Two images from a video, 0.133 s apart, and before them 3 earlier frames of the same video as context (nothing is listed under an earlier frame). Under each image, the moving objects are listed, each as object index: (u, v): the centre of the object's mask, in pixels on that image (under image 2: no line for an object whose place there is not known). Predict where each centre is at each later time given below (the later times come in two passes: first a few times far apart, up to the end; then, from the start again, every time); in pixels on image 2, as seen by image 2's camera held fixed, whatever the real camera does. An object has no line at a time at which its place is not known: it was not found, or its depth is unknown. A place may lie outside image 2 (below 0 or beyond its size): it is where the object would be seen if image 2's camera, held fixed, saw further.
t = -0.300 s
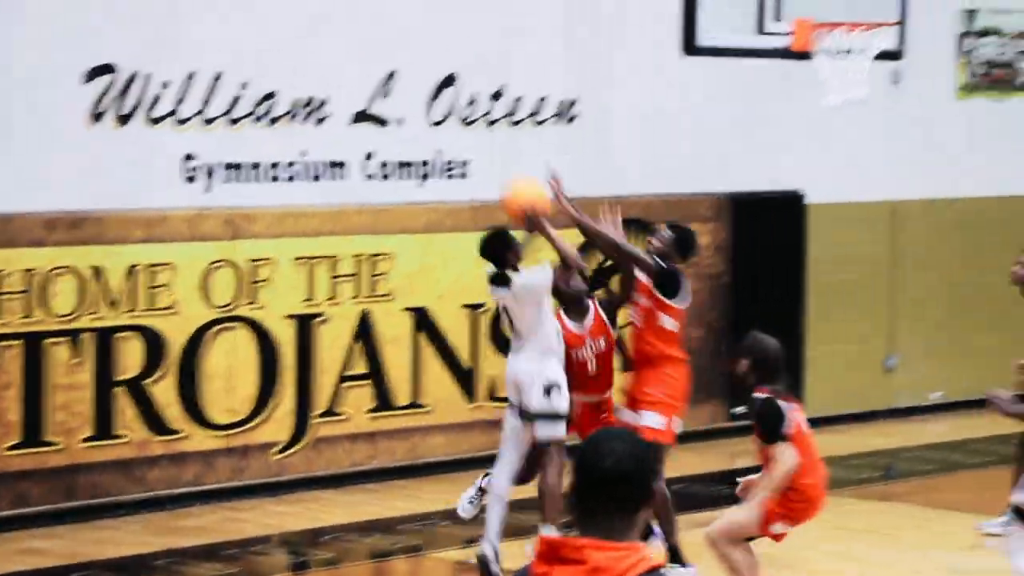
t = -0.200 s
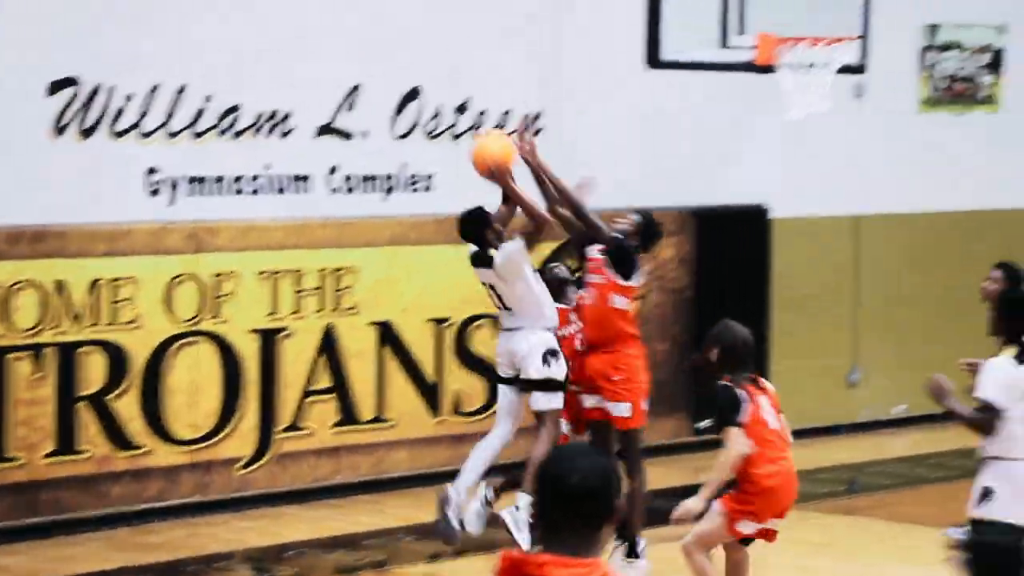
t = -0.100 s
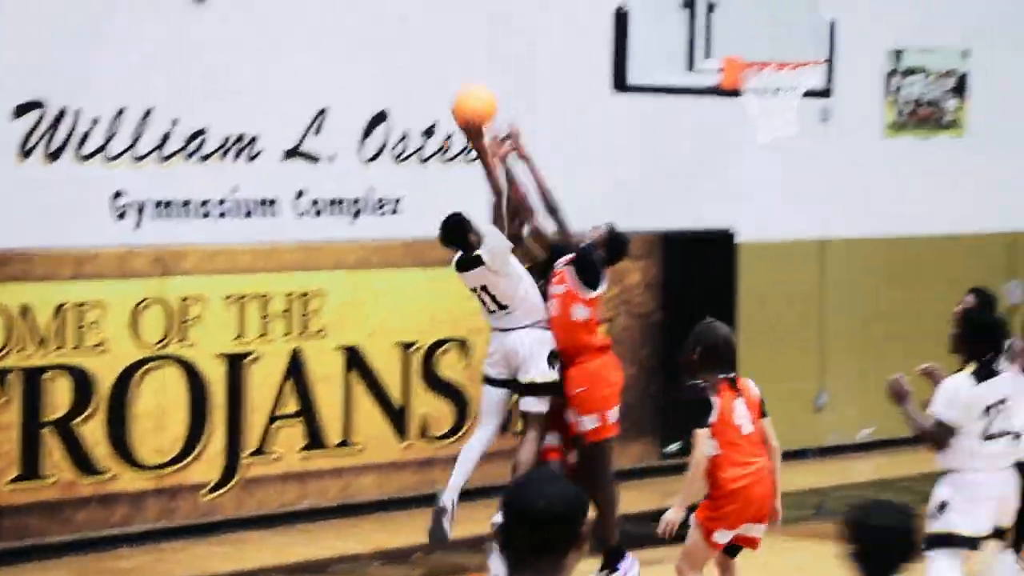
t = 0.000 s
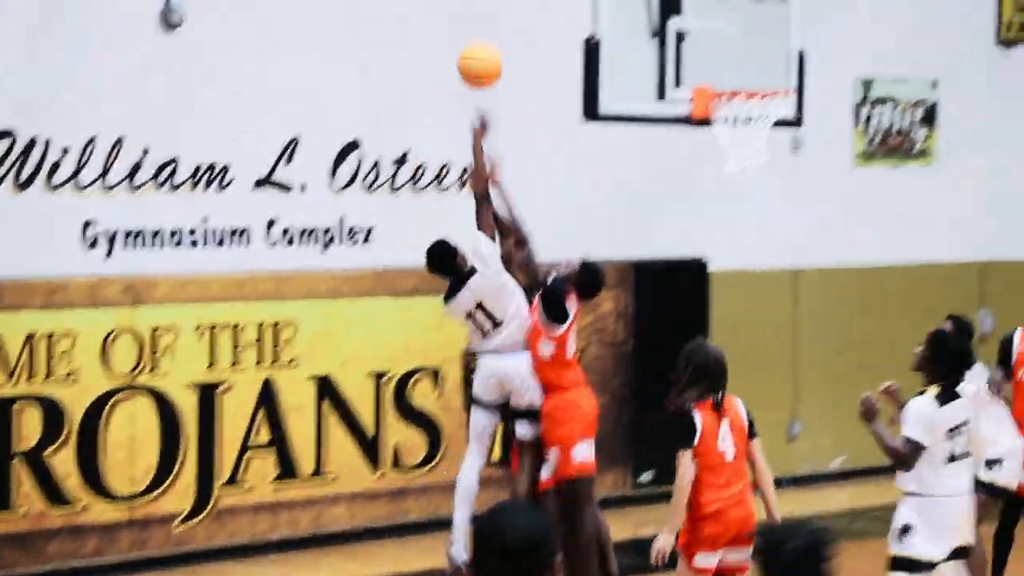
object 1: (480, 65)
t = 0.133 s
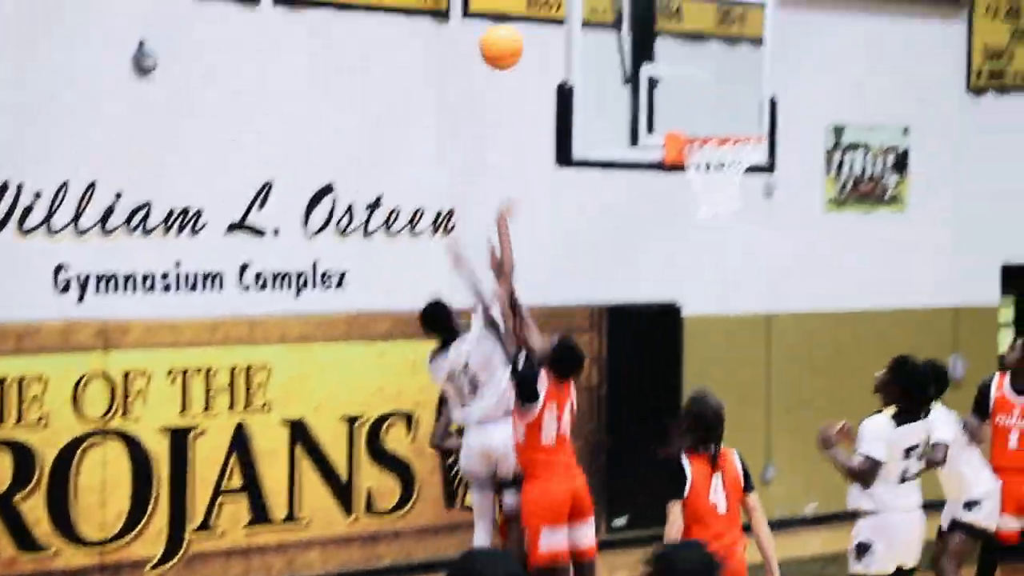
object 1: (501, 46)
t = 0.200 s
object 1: (524, 27)
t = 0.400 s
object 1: (592, 20)
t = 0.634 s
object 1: (663, 100)
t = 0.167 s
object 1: (513, 35)
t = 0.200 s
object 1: (524, 27)
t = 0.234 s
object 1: (536, 21)
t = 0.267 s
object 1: (547, 17)
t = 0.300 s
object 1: (558, 15)
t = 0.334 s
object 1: (569, 15)
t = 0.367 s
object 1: (580, 16)
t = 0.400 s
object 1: (592, 20)
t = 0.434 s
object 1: (601, 25)
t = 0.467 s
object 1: (613, 32)
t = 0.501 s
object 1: (624, 43)
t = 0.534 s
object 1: (634, 53)
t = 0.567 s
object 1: (643, 67)
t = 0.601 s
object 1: (653, 82)
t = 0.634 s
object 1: (663, 100)
